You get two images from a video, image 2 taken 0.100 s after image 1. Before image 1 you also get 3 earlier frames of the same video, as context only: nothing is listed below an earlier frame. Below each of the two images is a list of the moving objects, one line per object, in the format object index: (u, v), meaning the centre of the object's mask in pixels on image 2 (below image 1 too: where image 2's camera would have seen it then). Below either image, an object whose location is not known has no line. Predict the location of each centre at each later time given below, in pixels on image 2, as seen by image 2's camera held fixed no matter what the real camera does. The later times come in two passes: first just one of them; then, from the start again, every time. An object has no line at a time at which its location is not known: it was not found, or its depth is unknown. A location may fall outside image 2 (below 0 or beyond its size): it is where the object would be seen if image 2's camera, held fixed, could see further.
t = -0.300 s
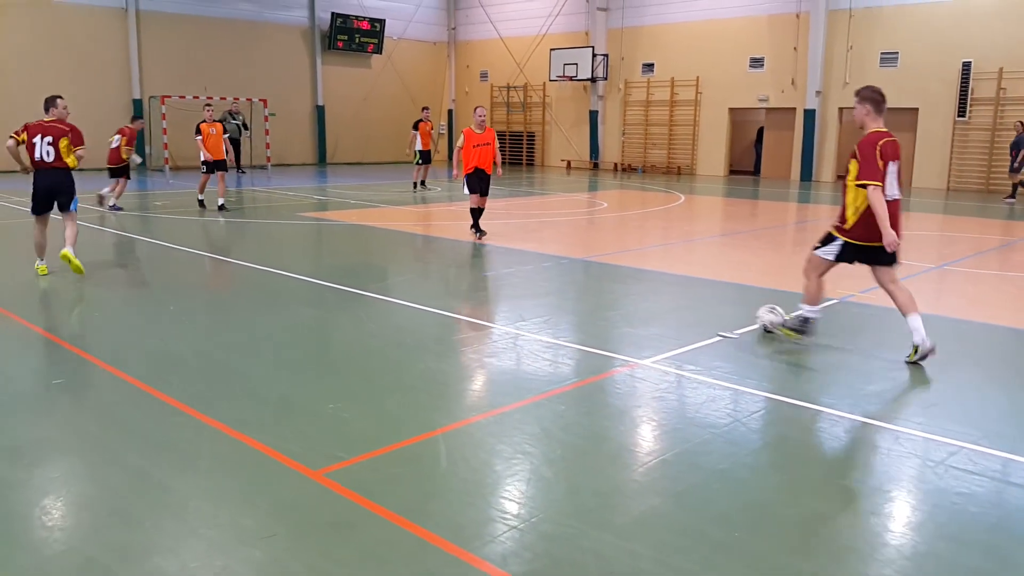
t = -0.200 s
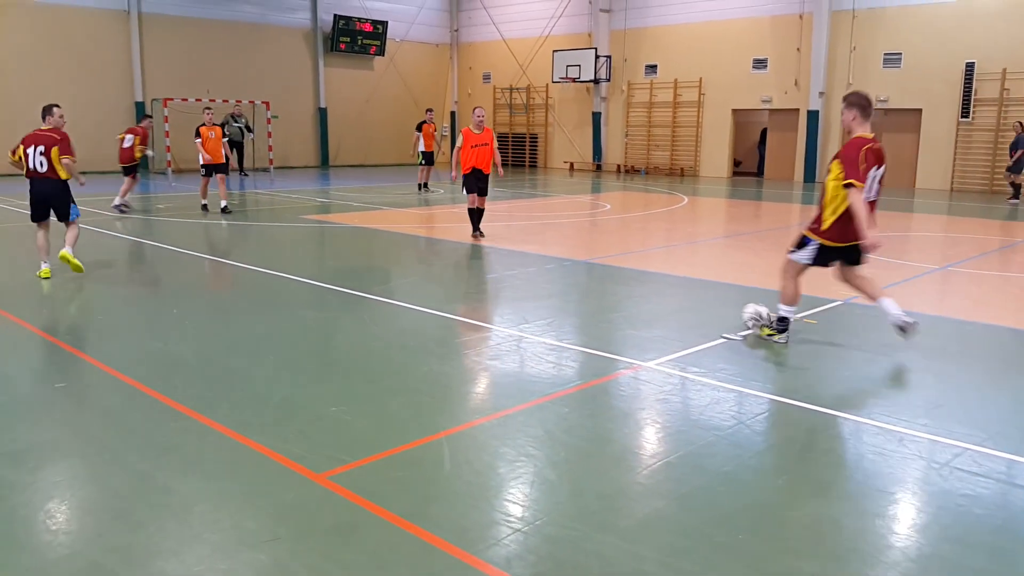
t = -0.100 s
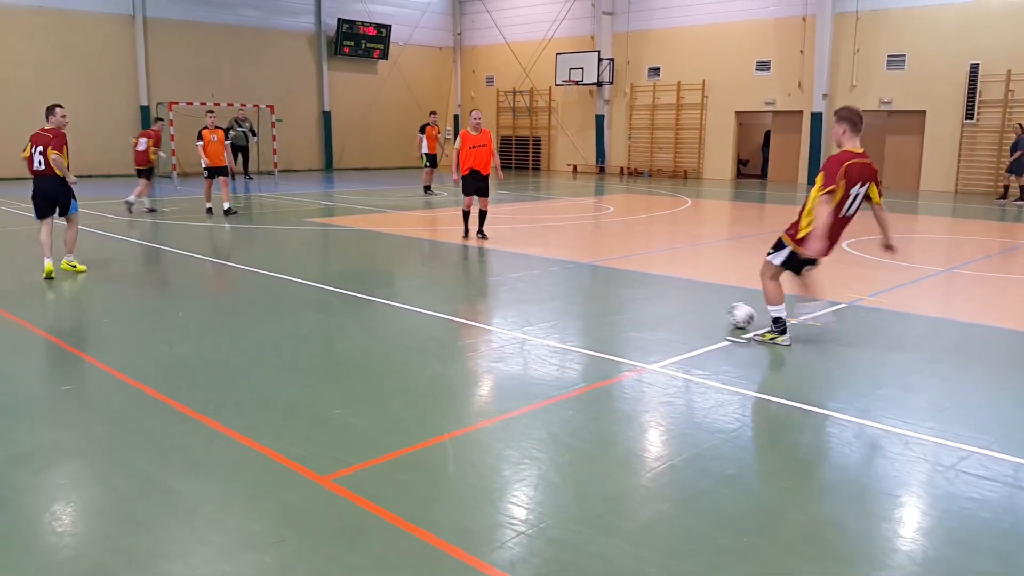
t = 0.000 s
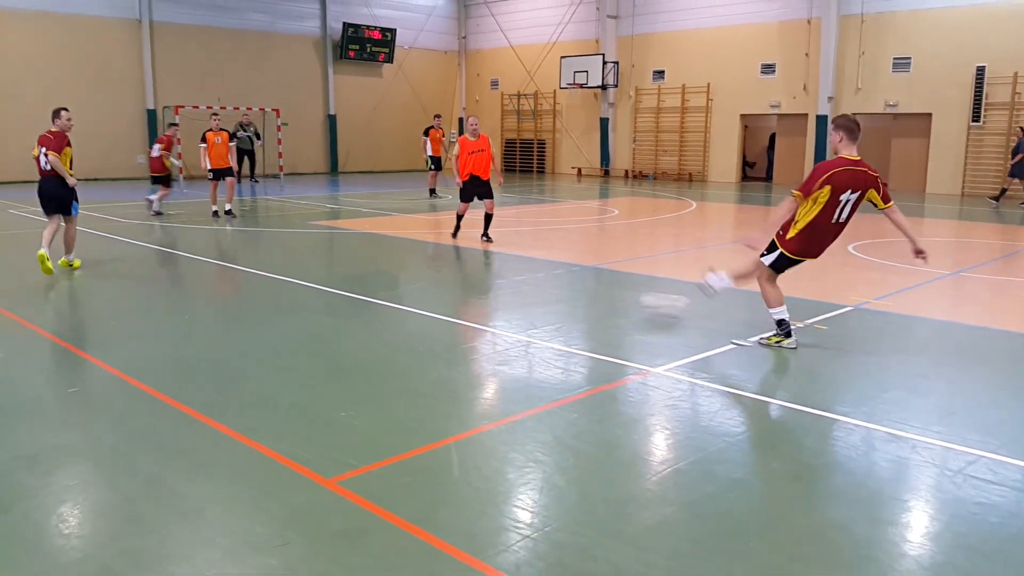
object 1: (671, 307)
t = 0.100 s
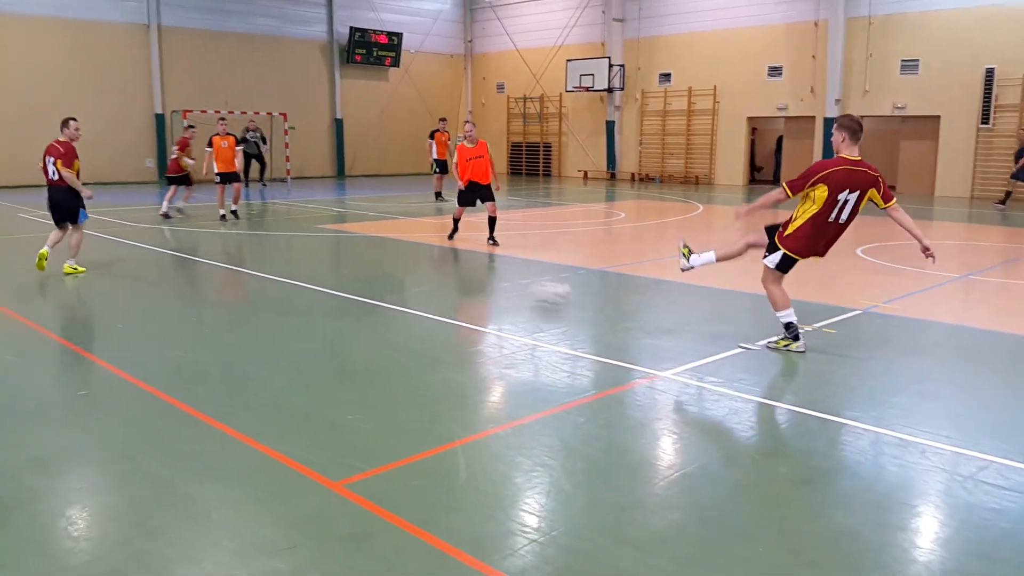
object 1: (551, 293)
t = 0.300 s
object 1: (378, 271)
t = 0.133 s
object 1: (519, 290)
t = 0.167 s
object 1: (483, 285)
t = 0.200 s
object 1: (457, 282)
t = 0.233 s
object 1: (428, 279)
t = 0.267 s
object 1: (403, 274)
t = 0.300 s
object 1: (378, 271)
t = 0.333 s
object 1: (355, 269)
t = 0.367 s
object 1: (333, 266)
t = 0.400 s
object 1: (313, 262)
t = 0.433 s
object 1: (293, 260)
